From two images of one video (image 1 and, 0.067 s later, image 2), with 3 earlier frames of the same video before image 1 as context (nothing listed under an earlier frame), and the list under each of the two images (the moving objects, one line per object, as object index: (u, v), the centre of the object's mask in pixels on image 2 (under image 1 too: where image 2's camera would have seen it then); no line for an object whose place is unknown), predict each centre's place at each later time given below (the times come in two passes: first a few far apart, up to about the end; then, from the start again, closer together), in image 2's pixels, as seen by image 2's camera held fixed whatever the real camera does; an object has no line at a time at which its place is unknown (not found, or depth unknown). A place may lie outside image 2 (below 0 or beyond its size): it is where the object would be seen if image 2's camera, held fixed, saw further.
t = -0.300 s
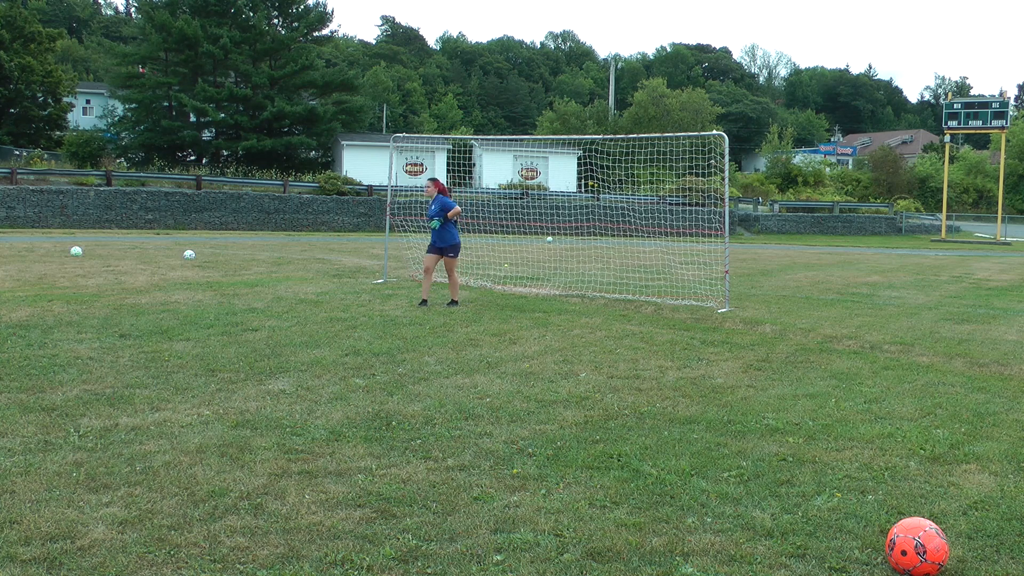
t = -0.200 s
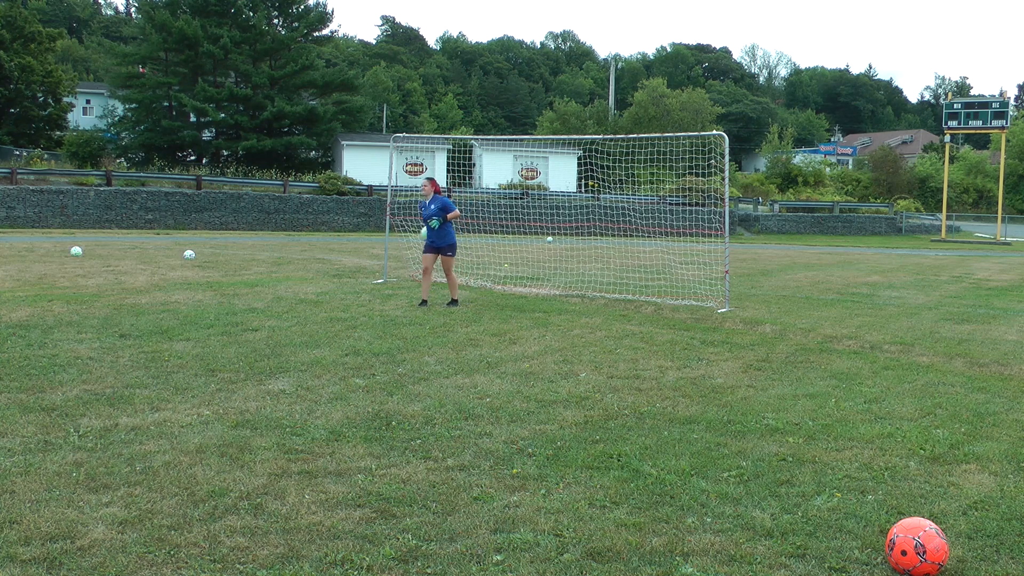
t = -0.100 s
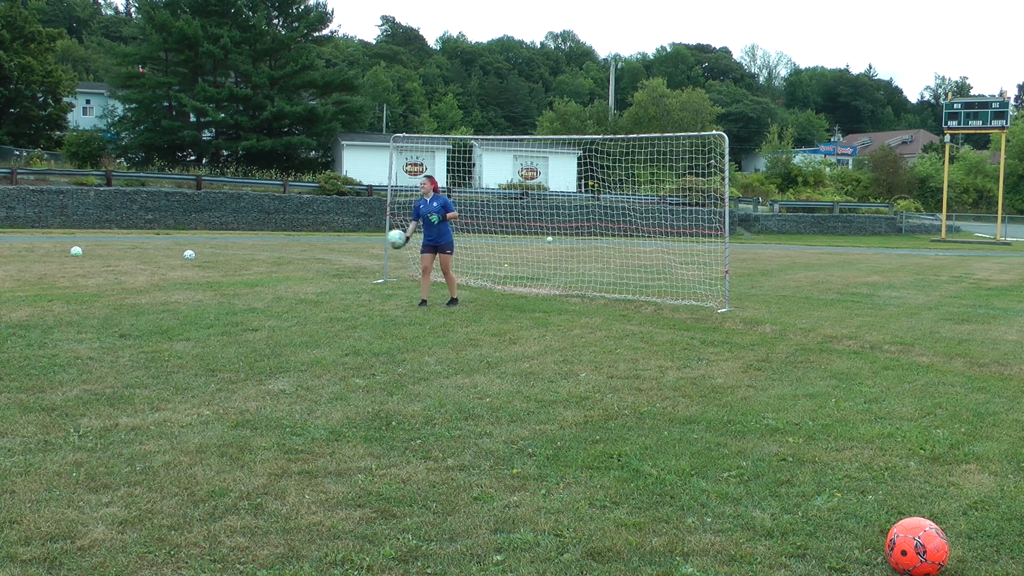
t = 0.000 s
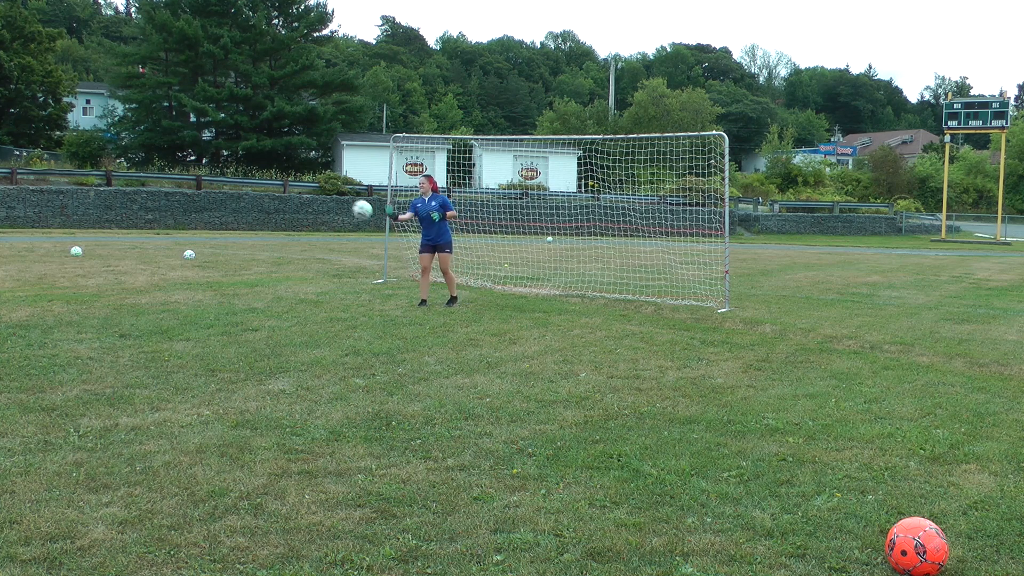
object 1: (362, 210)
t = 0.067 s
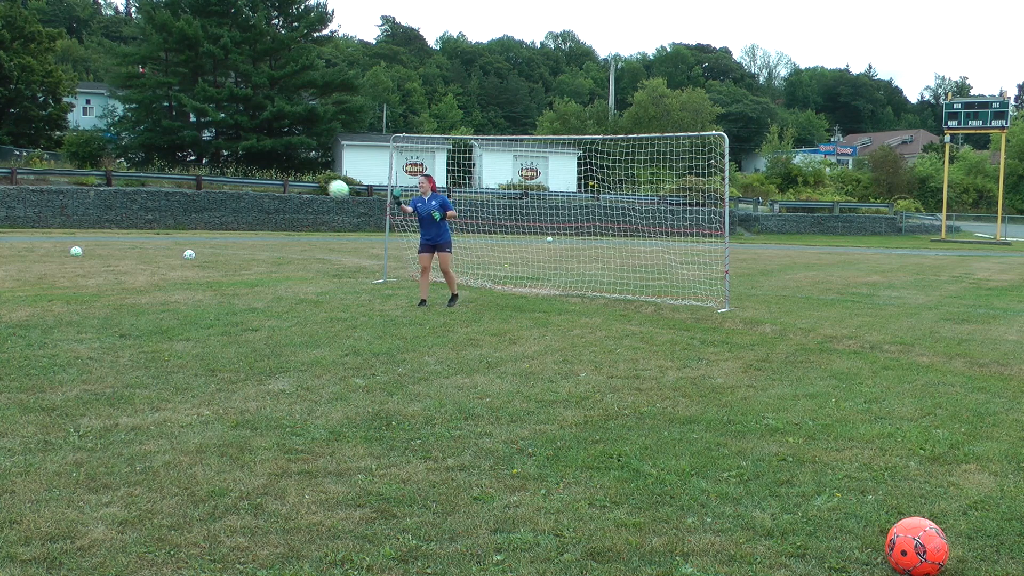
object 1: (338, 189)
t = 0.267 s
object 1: (258, 149)
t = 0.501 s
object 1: (147, 145)
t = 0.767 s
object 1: (3, 218)
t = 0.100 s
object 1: (326, 181)
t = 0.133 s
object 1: (313, 173)
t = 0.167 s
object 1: (300, 166)
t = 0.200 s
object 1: (286, 160)
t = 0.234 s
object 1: (272, 154)
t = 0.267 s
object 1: (258, 149)
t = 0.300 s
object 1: (244, 145)
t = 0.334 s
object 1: (228, 143)
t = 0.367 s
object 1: (213, 141)
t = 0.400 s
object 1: (197, 140)
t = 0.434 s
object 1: (181, 141)
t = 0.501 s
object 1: (147, 145)
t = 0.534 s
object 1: (129, 149)
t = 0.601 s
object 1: (92, 160)
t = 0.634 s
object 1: (72, 168)
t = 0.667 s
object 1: (53, 180)
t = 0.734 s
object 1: (12, 205)
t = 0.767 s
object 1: (3, 218)
